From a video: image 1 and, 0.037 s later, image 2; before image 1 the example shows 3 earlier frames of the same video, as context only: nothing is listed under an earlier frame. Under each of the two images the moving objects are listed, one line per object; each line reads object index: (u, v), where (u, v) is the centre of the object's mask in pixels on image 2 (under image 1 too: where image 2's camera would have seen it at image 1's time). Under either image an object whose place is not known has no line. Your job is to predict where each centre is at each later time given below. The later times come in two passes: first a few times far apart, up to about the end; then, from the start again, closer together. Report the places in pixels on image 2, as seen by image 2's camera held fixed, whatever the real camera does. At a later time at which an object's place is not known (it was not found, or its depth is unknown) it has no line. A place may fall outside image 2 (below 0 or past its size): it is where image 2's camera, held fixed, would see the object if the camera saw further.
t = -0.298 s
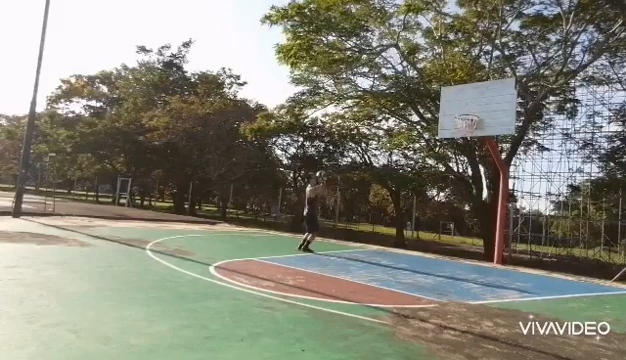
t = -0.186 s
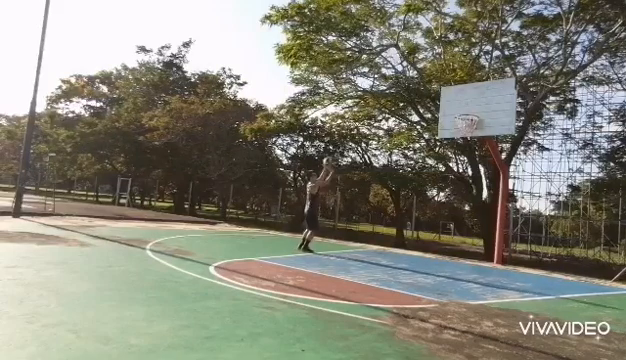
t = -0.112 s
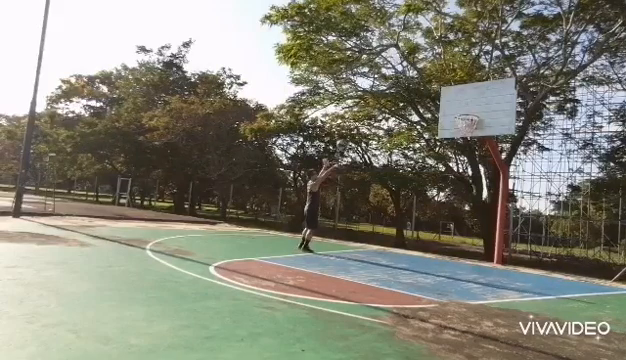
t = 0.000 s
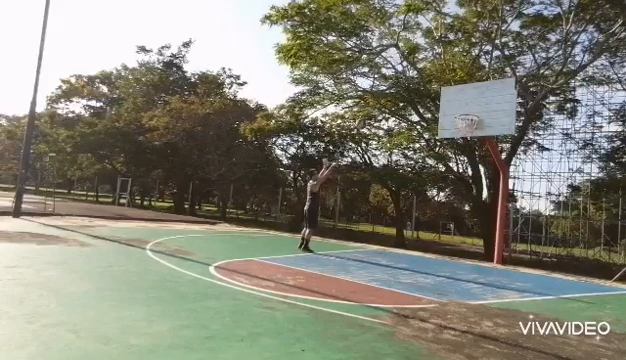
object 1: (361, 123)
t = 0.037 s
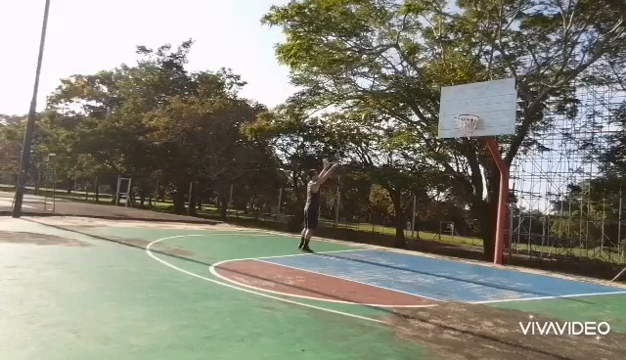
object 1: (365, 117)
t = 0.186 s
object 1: (389, 99)
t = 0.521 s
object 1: (441, 97)
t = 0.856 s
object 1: (464, 138)
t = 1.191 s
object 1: (450, 228)
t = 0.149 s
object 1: (382, 102)
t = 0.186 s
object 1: (389, 99)
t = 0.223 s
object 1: (395, 97)
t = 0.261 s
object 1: (401, 95)
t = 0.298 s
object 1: (408, 94)
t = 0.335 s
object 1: (414, 92)
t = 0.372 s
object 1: (419, 92)
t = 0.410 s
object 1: (424, 92)
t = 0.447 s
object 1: (430, 93)
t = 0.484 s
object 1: (436, 93)
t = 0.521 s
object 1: (441, 97)
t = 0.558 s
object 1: (447, 99)
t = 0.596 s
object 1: (453, 102)
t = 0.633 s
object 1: (458, 106)
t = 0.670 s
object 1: (463, 111)
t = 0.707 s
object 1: (469, 116)
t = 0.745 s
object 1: (469, 122)
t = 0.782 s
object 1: (468, 126)
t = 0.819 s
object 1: (468, 130)
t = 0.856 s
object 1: (464, 138)
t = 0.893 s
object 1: (463, 144)
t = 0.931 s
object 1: (461, 151)
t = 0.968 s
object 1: (459, 161)
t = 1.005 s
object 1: (460, 171)
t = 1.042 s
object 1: (457, 179)
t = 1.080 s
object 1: (455, 191)
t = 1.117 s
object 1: (453, 202)
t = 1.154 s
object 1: (451, 214)
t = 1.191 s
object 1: (450, 228)
